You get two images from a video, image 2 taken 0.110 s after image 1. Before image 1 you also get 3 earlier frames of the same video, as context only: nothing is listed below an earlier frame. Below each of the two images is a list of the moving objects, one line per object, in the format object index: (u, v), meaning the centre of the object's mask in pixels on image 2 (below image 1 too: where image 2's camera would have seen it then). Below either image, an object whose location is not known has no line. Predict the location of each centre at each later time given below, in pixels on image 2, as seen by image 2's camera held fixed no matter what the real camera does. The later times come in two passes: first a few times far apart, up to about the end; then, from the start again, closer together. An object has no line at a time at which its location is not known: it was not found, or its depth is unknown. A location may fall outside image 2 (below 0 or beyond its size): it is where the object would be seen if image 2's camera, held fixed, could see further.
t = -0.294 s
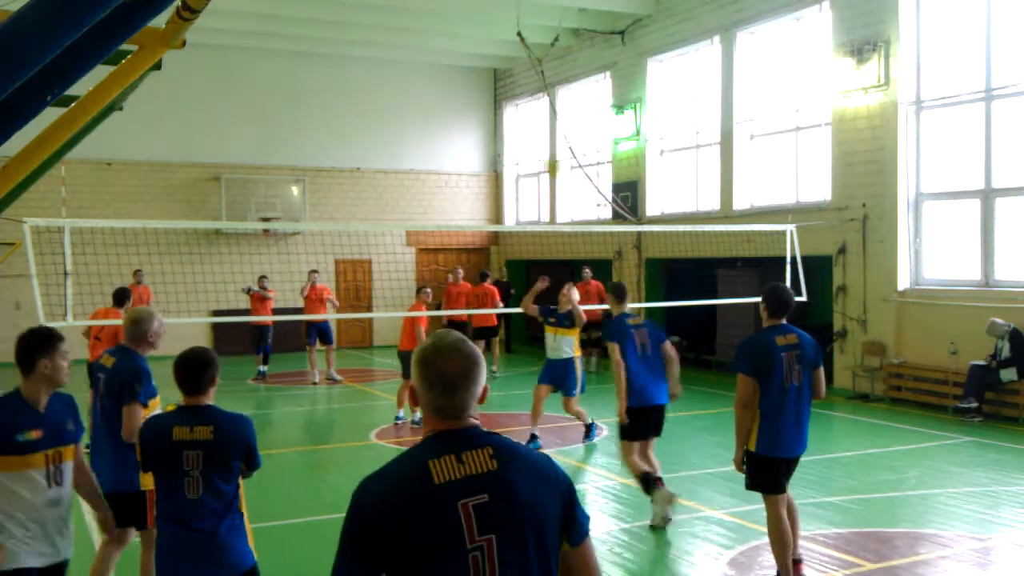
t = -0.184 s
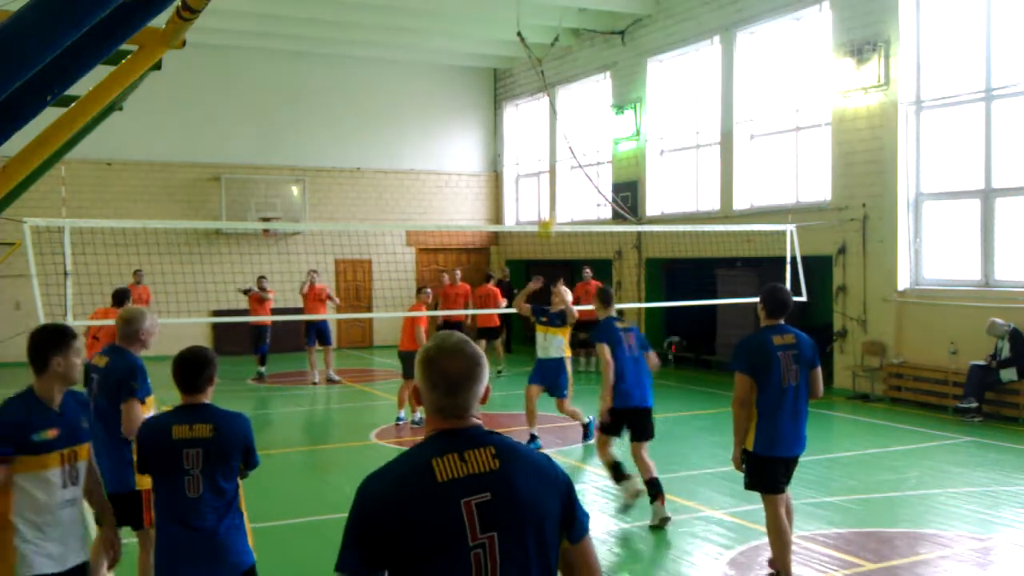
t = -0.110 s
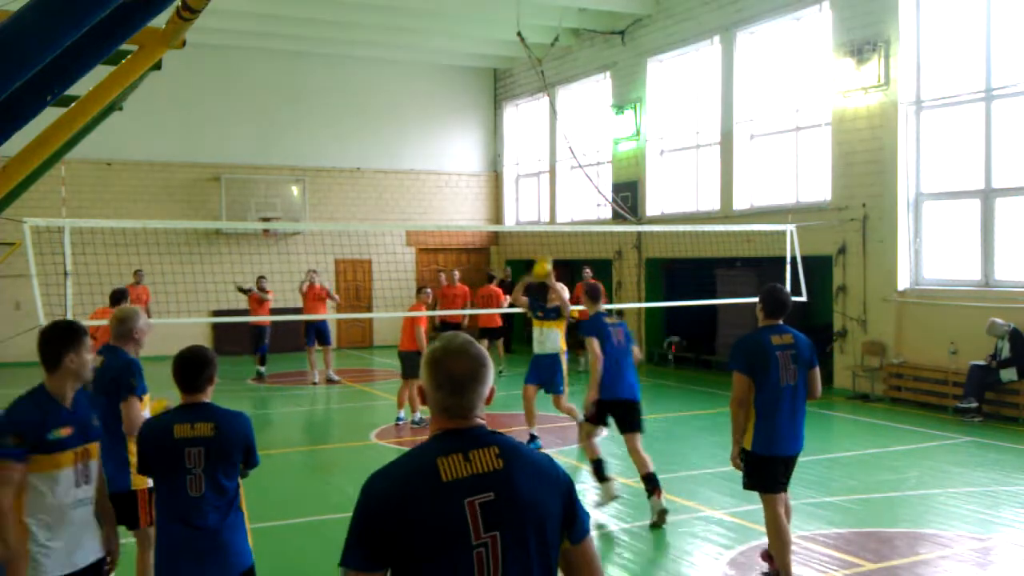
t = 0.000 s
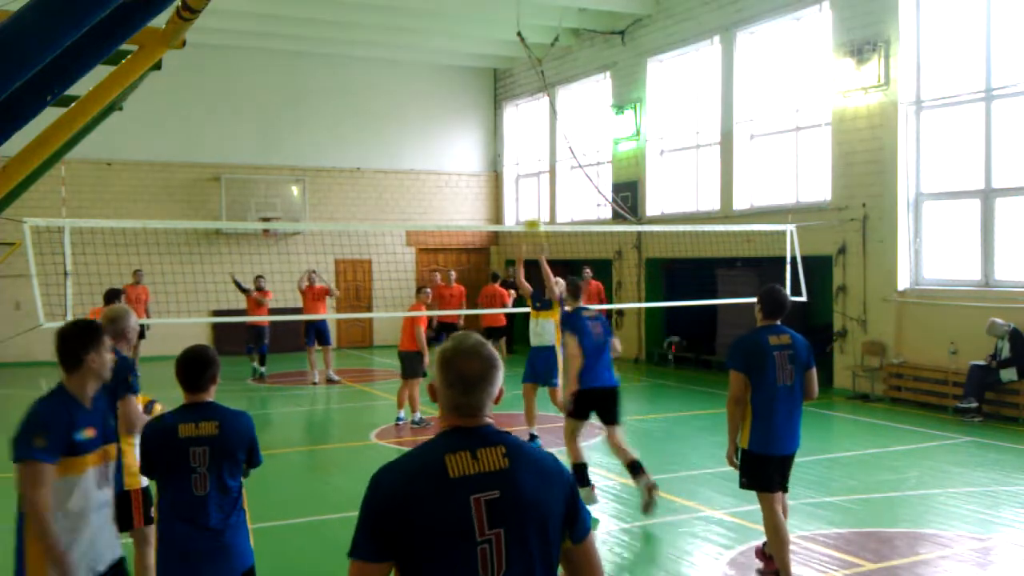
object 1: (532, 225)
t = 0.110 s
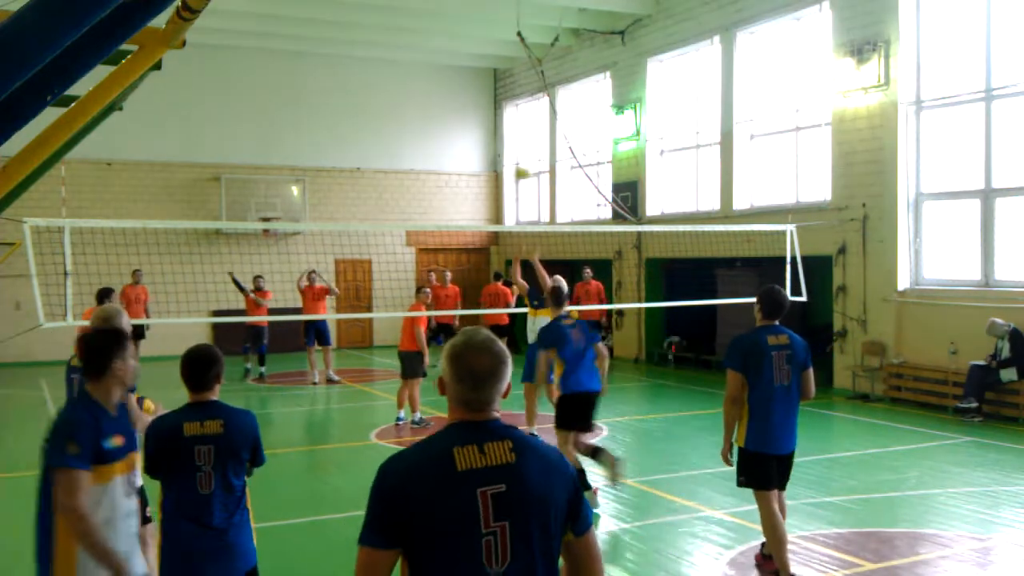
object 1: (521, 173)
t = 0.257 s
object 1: (507, 119)
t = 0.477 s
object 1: (488, 74)
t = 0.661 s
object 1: (471, 67)
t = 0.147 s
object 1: (518, 158)
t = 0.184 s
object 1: (514, 143)
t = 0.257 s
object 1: (507, 119)
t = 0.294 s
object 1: (505, 108)
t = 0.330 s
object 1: (502, 99)
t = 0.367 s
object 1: (498, 92)
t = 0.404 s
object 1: (495, 85)
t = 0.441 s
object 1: (491, 79)
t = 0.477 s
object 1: (488, 74)
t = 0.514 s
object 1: (485, 70)
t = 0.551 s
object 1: (482, 68)
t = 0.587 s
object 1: (478, 66)
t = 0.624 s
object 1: (474, 65)
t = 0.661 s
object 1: (471, 67)
